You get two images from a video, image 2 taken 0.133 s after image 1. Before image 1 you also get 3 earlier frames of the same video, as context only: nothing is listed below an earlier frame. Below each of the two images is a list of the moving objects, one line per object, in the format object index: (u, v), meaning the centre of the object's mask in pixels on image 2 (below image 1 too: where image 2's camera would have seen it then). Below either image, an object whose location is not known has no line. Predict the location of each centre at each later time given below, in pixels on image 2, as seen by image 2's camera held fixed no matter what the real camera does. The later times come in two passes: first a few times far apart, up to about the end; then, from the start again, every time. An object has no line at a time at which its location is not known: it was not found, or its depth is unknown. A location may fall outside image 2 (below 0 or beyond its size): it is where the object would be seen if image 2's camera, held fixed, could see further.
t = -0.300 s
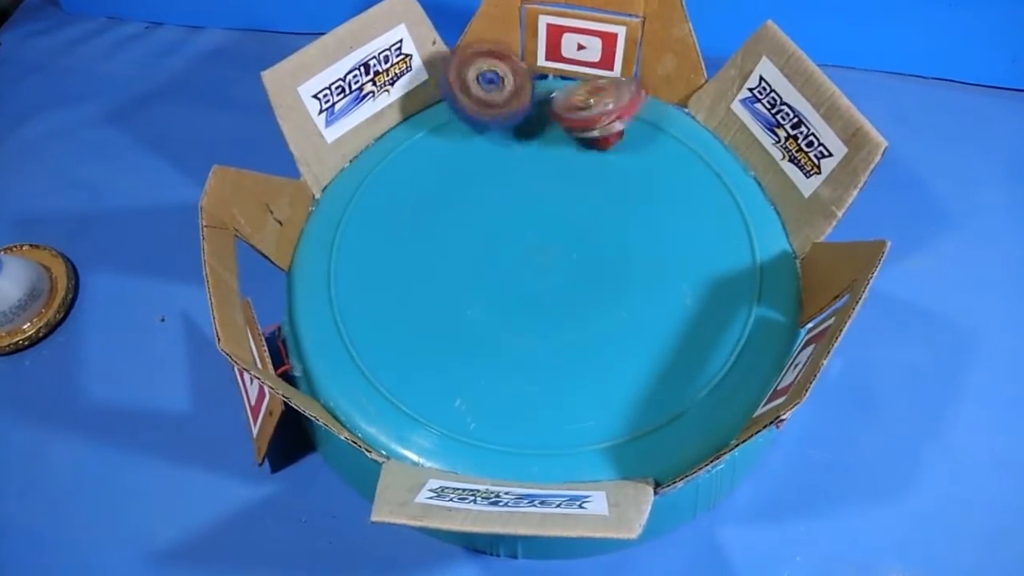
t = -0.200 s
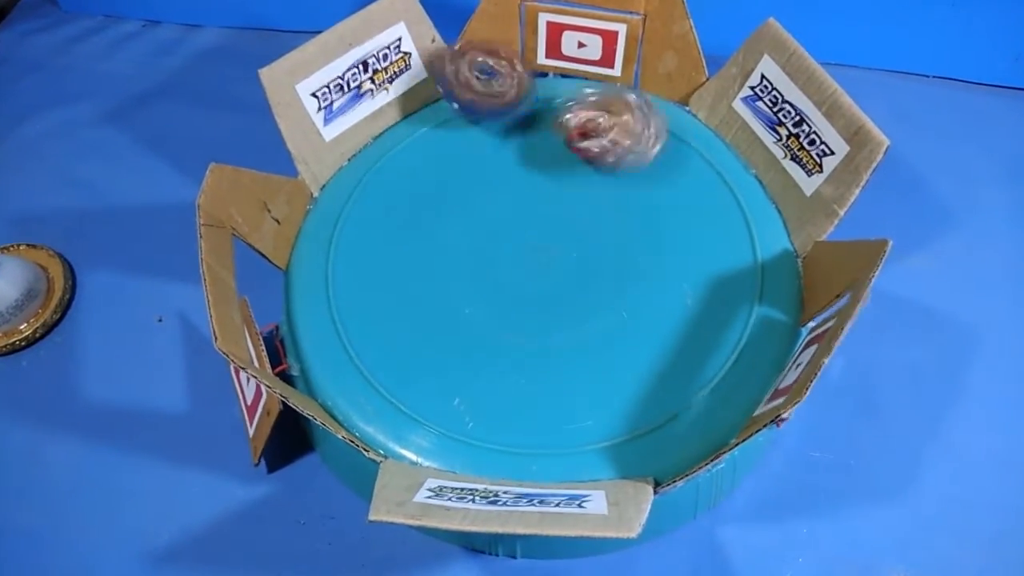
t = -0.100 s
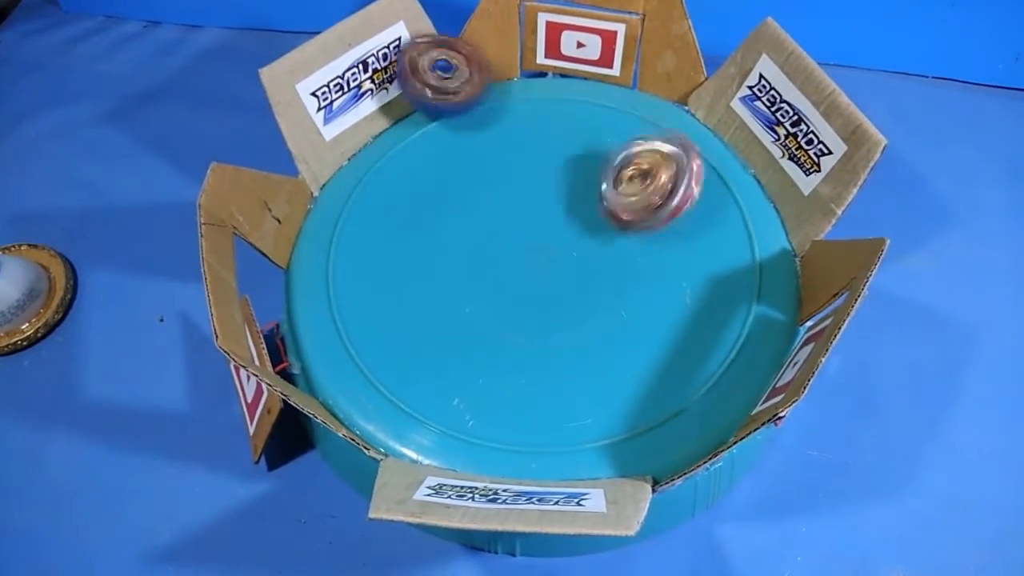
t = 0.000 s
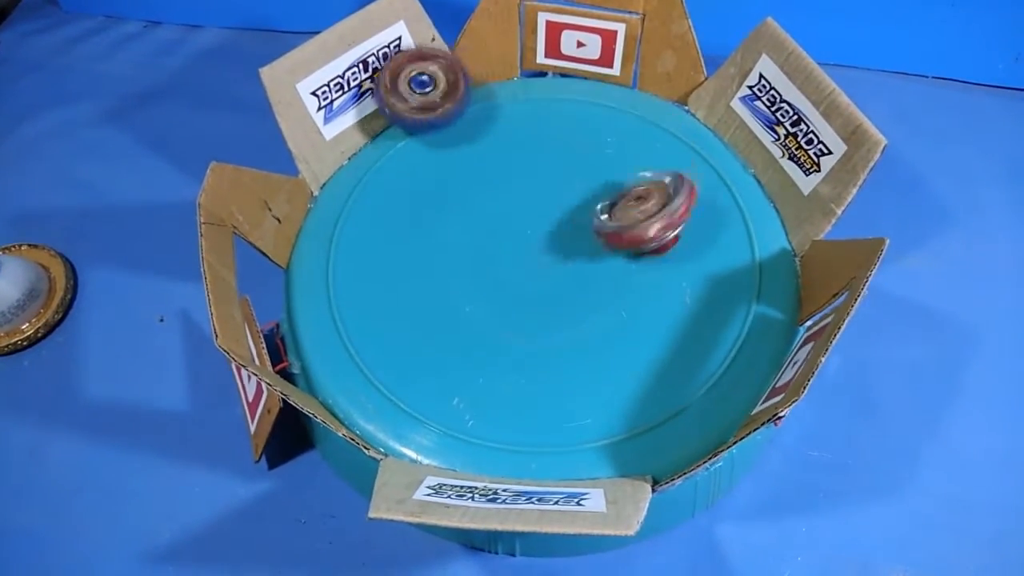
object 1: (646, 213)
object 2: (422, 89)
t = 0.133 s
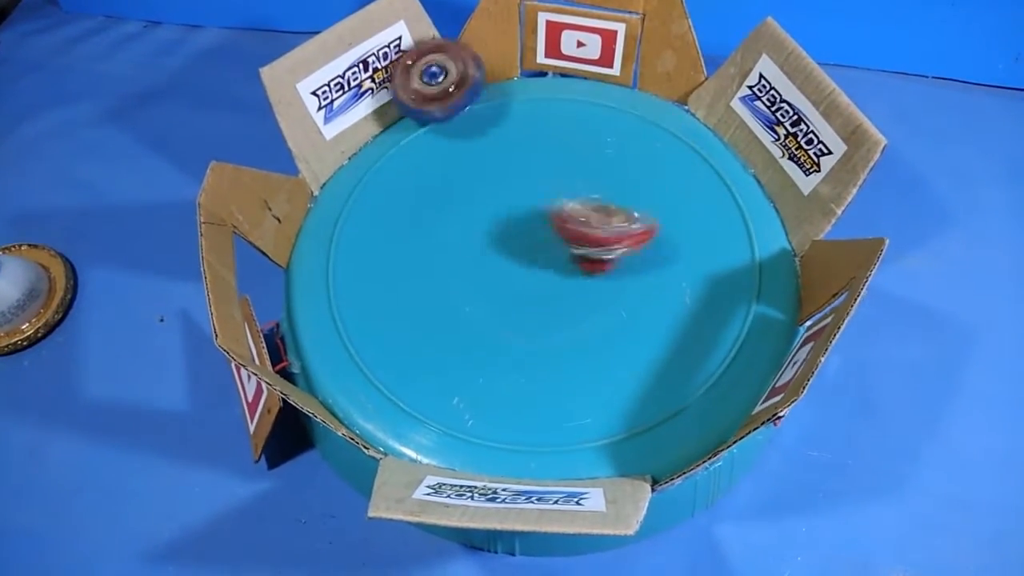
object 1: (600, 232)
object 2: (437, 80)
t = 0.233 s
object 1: (552, 222)
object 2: (448, 98)
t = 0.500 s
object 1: (508, 219)
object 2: (435, 155)
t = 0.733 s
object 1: (568, 281)
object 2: (352, 168)
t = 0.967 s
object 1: (568, 272)
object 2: (380, 238)
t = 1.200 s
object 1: (582, 244)
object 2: (398, 188)
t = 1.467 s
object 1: (583, 243)
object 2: (356, 191)
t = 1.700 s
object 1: (569, 253)
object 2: (347, 196)
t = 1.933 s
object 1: (565, 255)
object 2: (347, 195)
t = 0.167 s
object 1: (582, 230)
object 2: (440, 80)
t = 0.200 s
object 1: (566, 229)
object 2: (442, 82)
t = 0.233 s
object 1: (552, 222)
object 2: (448, 98)
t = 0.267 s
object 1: (538, 215)
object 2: (455, 114)
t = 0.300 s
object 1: (525, 206)
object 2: (462, 132)
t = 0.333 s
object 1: (519, 199)
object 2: (460, 140)
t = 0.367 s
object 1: (515, 198)
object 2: (454, 146)
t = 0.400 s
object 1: (510, 198)
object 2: (451, 150)
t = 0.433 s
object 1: (507, 205)
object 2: (445, 157)
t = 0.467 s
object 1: (507, 207)
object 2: (444, 159)
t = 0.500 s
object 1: (508, 219)
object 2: (435, 155)
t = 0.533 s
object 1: (514, 235)
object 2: (427, 149)
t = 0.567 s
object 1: (523, 247)
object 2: (418, 148)
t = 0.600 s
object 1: (534, 257)
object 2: (407, 149)
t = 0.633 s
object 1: (544, 265)
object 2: (393, 149)
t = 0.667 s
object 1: (554, 272)
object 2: (381, 151)
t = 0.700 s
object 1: (563, 279)
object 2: (362, 157)
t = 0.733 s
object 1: (568, 281)
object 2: (352, 168)
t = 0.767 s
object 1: (571, 283)
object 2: (344, 180)
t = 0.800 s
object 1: (571, 285)
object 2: (337, 197)
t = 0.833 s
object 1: (571, 284)
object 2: (336, 210)
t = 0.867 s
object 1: (569, 281)
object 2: (340, 223)
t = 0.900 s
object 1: (568, 278)
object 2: (349, 232)
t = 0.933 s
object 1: (567, 275)
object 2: (364, 239)
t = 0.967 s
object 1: (568, 272)
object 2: (380, 238)
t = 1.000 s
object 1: (569, 268)
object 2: (393, 233)
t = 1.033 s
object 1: (570, 263)
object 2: (404, 226)
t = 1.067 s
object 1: (571, 256)
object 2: (412, 217)
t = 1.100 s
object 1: (572, 252)
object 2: (414, 207)
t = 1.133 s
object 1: (575, 249)
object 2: (412, 199)
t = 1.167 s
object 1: (579, 246)
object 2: (406, 193)
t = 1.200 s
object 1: (582, 244)
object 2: (398, 188)
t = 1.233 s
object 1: (585, 242)
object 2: (392, 185)
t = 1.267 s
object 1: (588, 241)
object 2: (384, 185)
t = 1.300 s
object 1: (590, 240)
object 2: (375, 185)
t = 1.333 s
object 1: (590, 241)
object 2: (368, 187)
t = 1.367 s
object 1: (589, 241)
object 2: (364, 188)
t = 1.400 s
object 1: (587, 241)
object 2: (362, 189)
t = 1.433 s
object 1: (586, 242)
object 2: (359, 190)
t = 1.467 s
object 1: (583, 243)
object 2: (356, 191)
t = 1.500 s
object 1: (581, 244)
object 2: (354, 192)
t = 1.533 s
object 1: (579, 245)
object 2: (352, 193)
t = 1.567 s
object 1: (578, 246)
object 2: (351, 194)
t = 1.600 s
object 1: (576, 248)
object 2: (349, 196)
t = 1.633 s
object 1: (573, 249)
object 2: (347, 196)
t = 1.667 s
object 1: (571, 251)
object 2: (347, 196)
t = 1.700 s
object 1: (569, 253)
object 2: (347, 196)
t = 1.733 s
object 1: (565, 256)
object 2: (347, 196)
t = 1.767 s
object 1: (564, 259)
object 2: (347, 196)
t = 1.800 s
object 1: (564, 260)
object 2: (347, 196)
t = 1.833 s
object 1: (564, 260)
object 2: (347, 196)
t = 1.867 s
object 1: (564, 259)
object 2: (347, 196)
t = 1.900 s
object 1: (564, 257)
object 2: (348, 195)
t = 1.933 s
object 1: (565, 255)
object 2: (347, 195)
